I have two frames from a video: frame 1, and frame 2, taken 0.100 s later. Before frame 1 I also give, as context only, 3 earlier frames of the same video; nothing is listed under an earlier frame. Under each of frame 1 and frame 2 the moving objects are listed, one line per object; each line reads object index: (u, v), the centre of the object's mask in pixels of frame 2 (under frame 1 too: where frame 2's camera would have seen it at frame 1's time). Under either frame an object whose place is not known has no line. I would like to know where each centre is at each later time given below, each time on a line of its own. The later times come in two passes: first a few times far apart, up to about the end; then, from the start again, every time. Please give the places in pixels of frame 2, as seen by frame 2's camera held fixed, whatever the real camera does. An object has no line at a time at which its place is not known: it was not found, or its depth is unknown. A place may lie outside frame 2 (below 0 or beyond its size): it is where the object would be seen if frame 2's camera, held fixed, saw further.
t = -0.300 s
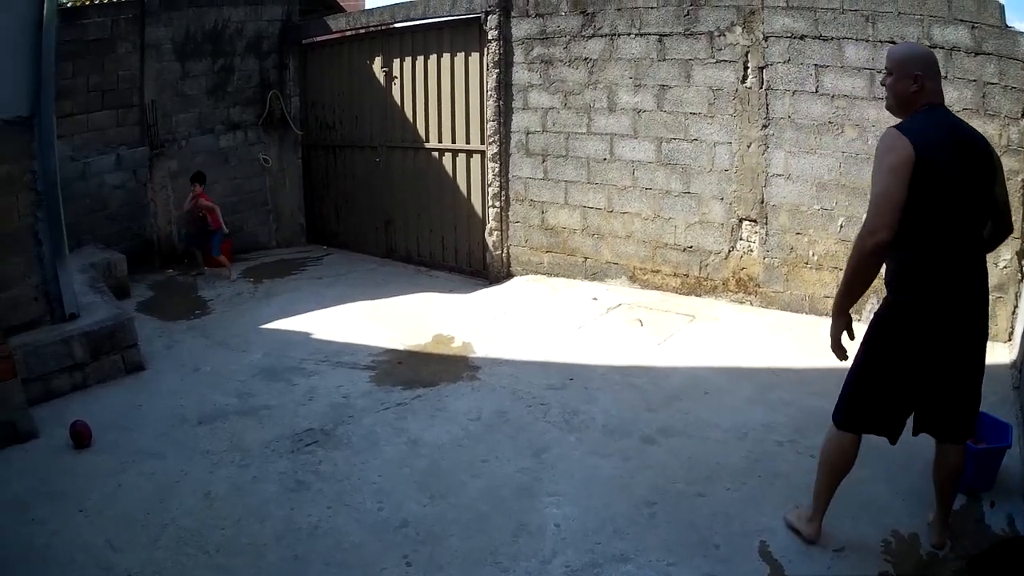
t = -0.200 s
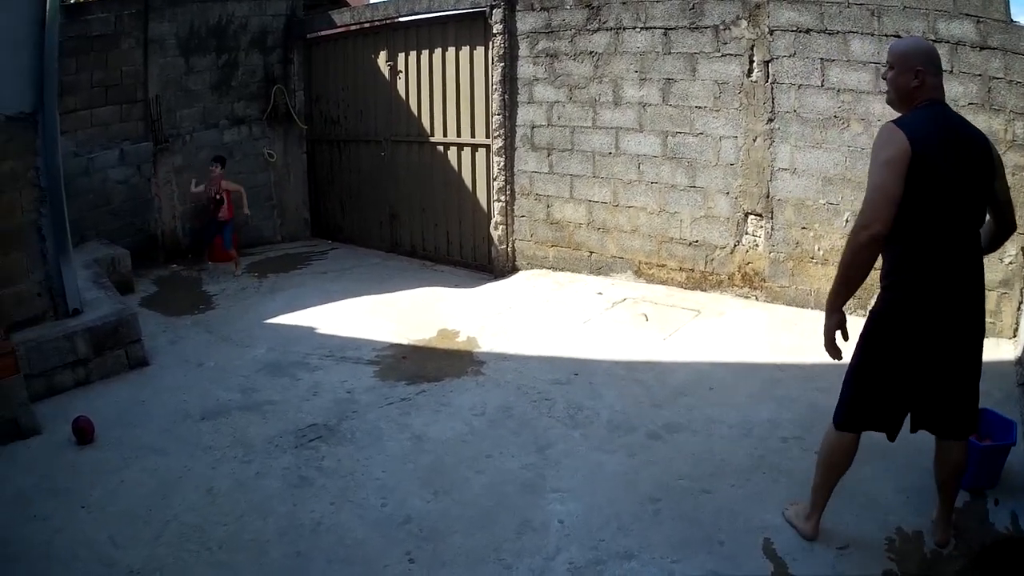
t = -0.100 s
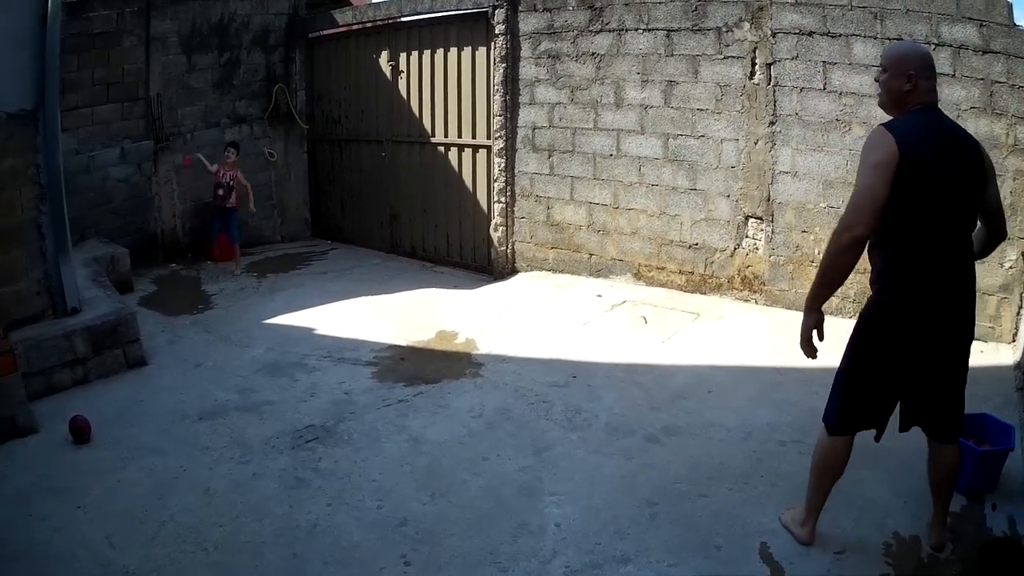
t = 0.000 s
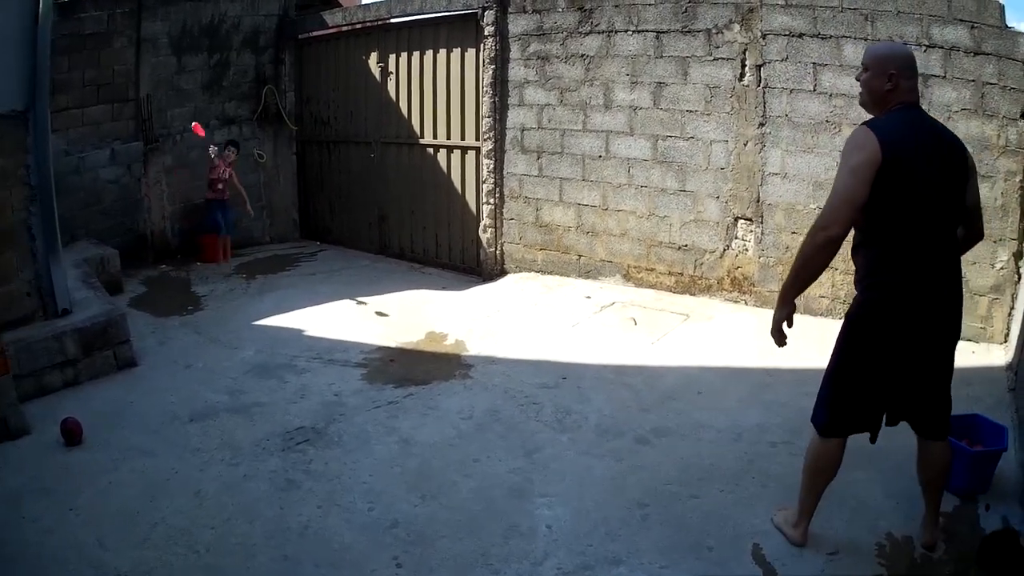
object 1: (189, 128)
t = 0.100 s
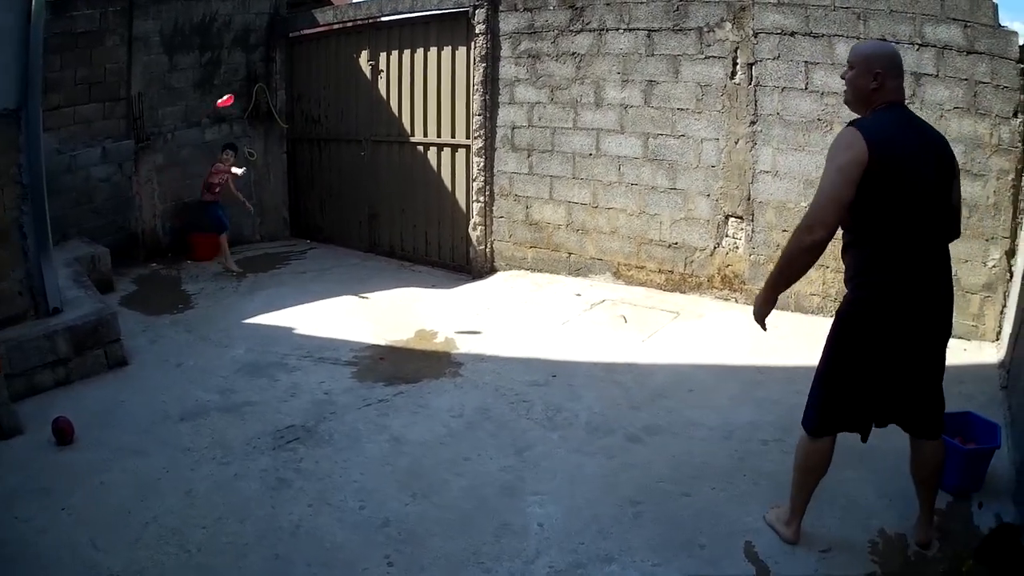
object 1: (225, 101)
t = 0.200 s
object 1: (273, 82)
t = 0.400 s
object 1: (423, 90)
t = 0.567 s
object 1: (633, 187)
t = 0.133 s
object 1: (240, 93)
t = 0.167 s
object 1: (256, 87)
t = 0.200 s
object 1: (273, 82)
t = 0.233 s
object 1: (292, 78)
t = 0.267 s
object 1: (314, 76)
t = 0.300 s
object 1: (337, 76)
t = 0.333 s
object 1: (363, 78)
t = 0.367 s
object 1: (392, 83)
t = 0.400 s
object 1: (423, 90)
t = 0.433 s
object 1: (458, 101)
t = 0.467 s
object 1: (495, 115)
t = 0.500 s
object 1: (538, 133)
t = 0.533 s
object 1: (584, 157)
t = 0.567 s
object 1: (633, 187)
